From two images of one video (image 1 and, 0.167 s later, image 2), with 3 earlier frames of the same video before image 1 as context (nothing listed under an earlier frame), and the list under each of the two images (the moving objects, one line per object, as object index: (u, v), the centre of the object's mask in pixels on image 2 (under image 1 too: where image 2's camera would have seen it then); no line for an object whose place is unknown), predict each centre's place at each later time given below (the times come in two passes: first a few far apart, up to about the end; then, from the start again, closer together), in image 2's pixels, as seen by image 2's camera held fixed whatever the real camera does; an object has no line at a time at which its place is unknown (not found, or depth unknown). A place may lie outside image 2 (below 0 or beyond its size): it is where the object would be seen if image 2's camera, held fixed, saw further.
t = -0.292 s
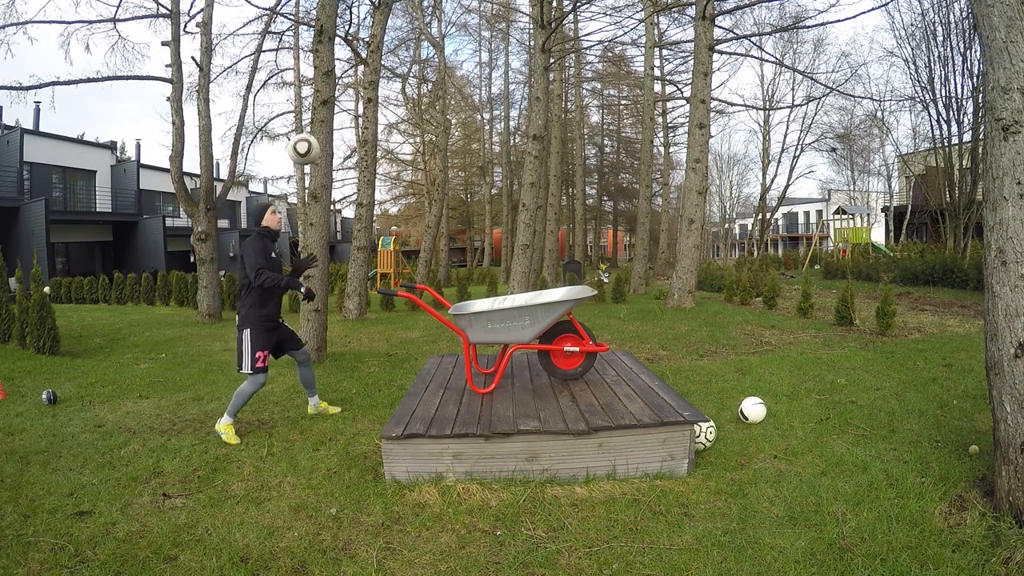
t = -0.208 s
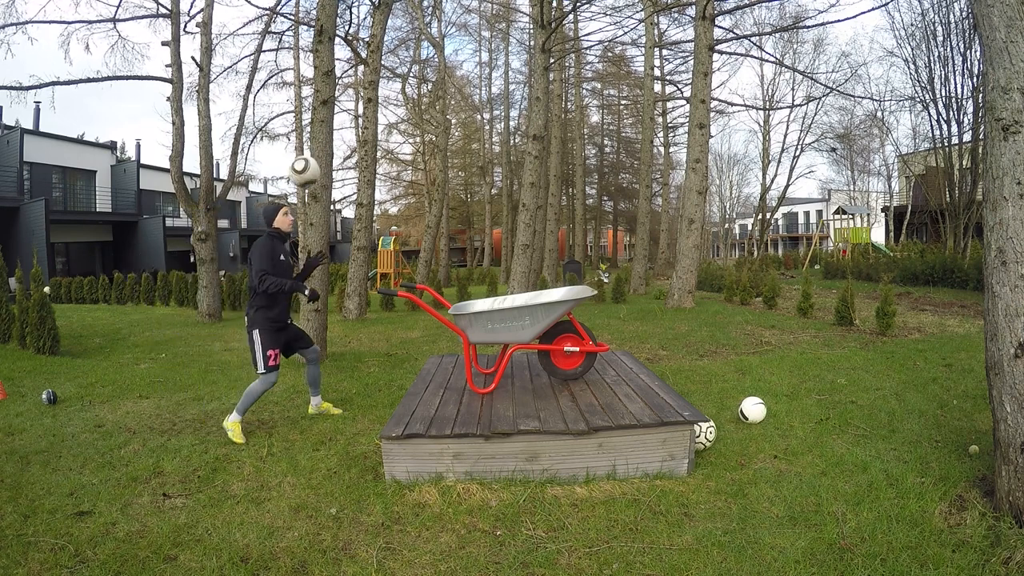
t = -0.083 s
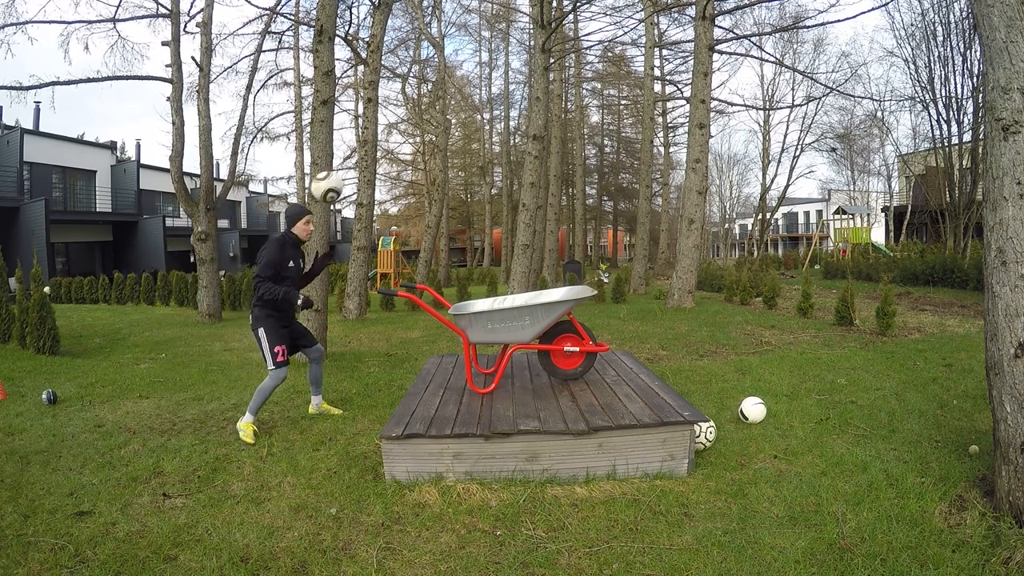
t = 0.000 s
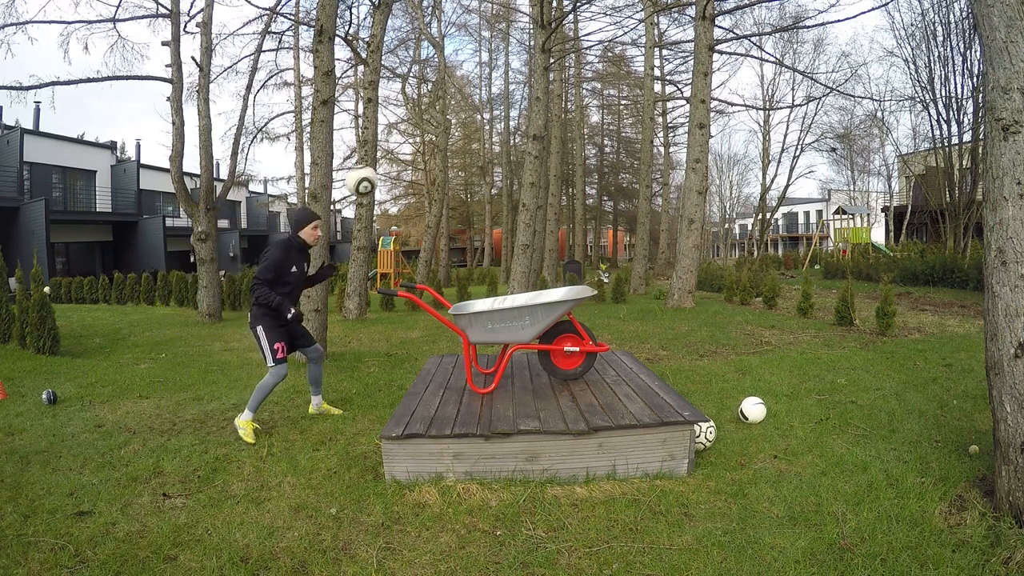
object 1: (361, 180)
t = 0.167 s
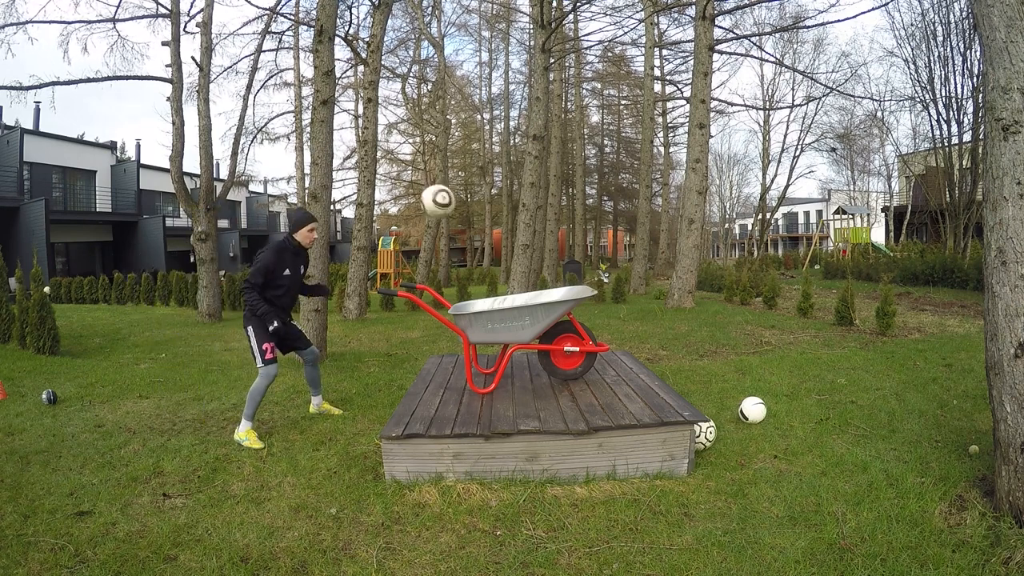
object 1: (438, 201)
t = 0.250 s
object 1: (478, 229)
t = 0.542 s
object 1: (502, 258)
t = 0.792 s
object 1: (426, 264)
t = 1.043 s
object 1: (359, 369)
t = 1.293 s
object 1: (303, 391)
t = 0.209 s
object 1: (458, 214)
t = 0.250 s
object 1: (478, 229)
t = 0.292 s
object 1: (499, 248)
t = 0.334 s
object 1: (520, 269)
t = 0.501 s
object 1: (515, 267)
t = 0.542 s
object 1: (502, 258)
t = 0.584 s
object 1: (489, 252)
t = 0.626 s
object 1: (476, 249)
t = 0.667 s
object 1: (464, 249)
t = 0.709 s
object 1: (451, 251)
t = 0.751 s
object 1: (438, 256)
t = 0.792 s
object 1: (426, 264)
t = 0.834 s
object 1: (413, 274)
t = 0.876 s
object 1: (401, 286)
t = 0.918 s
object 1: (389, 307)
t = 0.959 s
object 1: (379, 323)
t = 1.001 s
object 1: (369, 345)
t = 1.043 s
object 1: (359, 369)
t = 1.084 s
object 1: (349, 396)
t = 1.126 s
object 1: (342, 424)
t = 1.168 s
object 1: (332, 423)
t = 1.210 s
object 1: (322, 409)
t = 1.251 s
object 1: (312, 399)
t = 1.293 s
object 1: (303, 391)
